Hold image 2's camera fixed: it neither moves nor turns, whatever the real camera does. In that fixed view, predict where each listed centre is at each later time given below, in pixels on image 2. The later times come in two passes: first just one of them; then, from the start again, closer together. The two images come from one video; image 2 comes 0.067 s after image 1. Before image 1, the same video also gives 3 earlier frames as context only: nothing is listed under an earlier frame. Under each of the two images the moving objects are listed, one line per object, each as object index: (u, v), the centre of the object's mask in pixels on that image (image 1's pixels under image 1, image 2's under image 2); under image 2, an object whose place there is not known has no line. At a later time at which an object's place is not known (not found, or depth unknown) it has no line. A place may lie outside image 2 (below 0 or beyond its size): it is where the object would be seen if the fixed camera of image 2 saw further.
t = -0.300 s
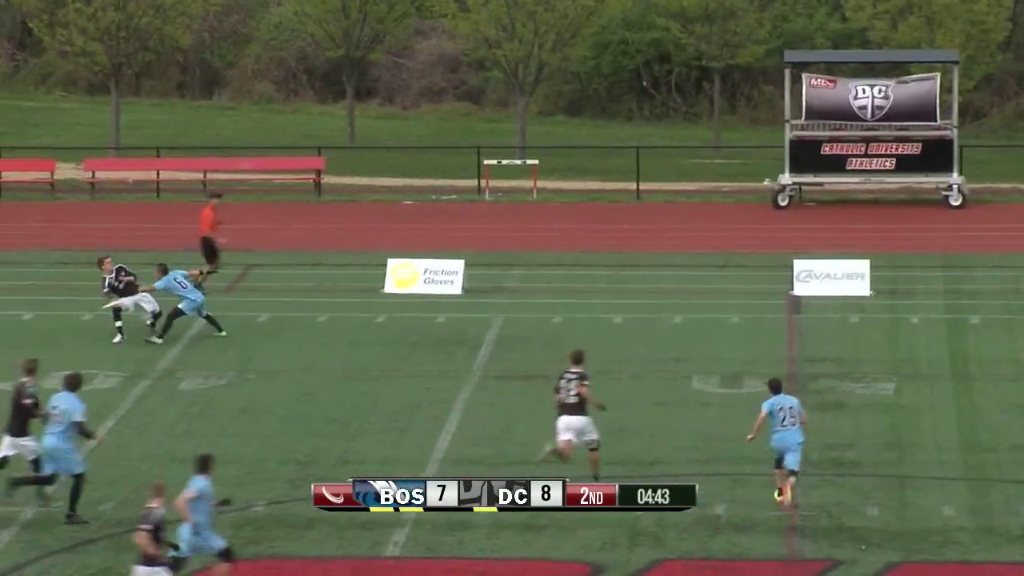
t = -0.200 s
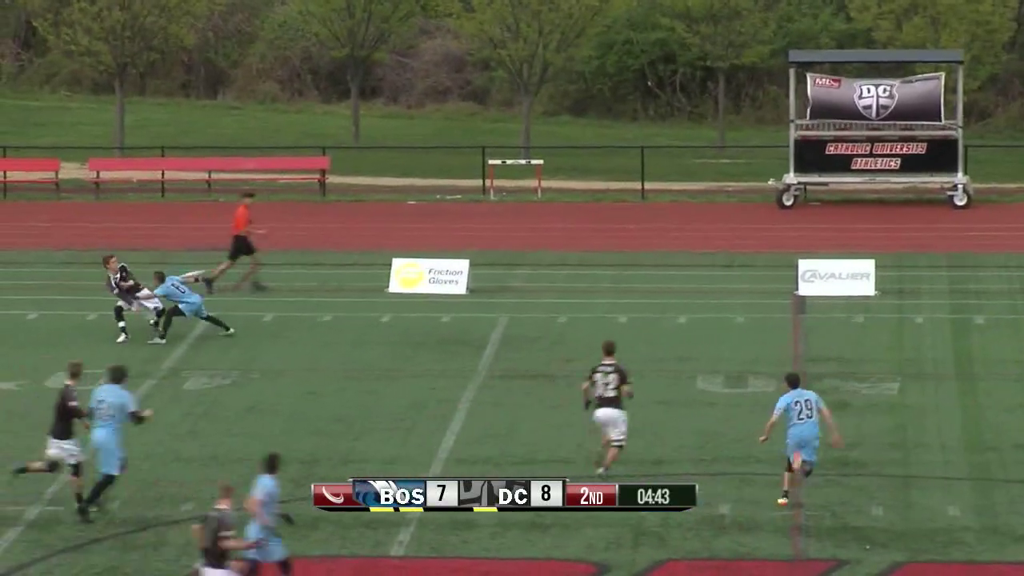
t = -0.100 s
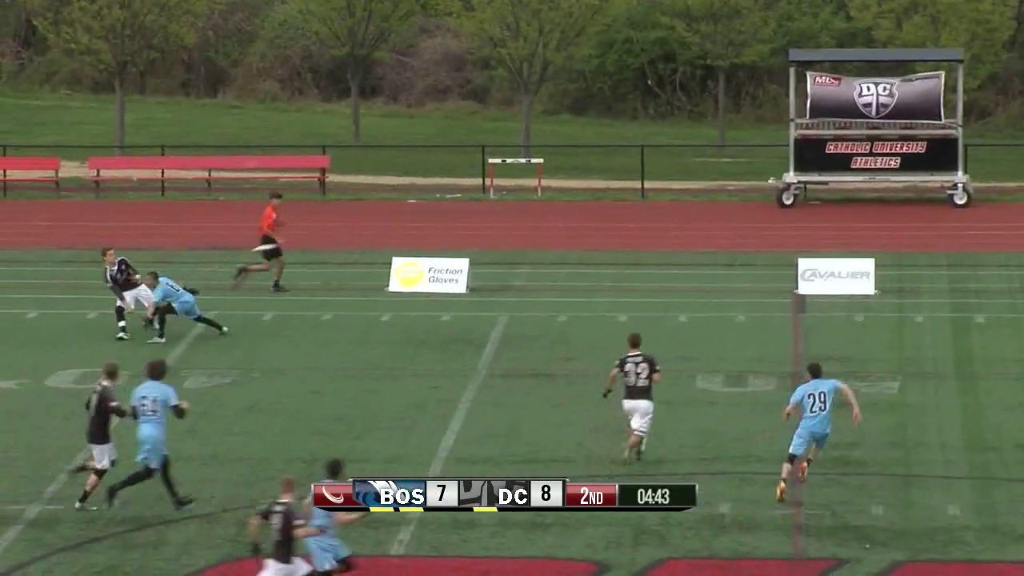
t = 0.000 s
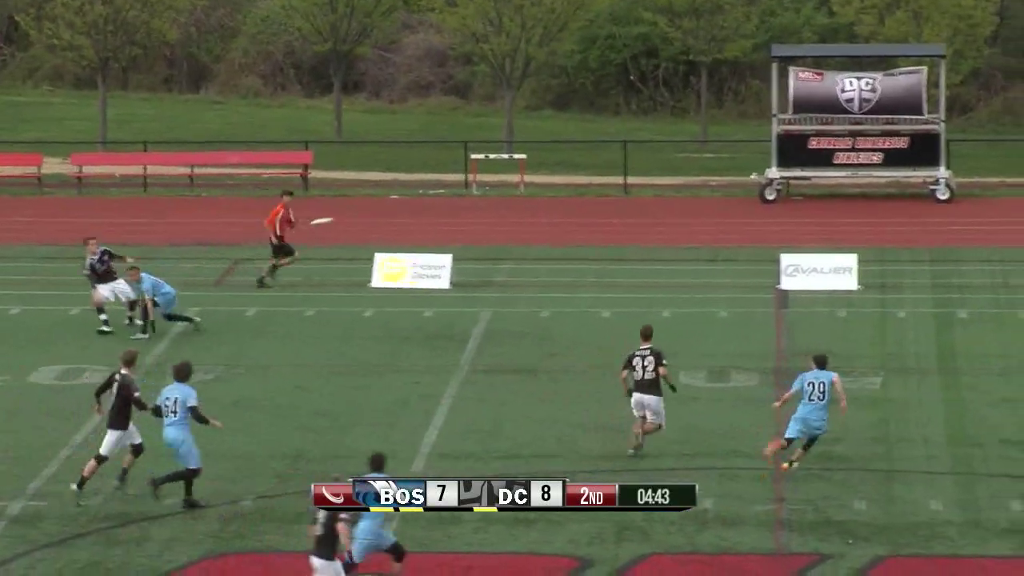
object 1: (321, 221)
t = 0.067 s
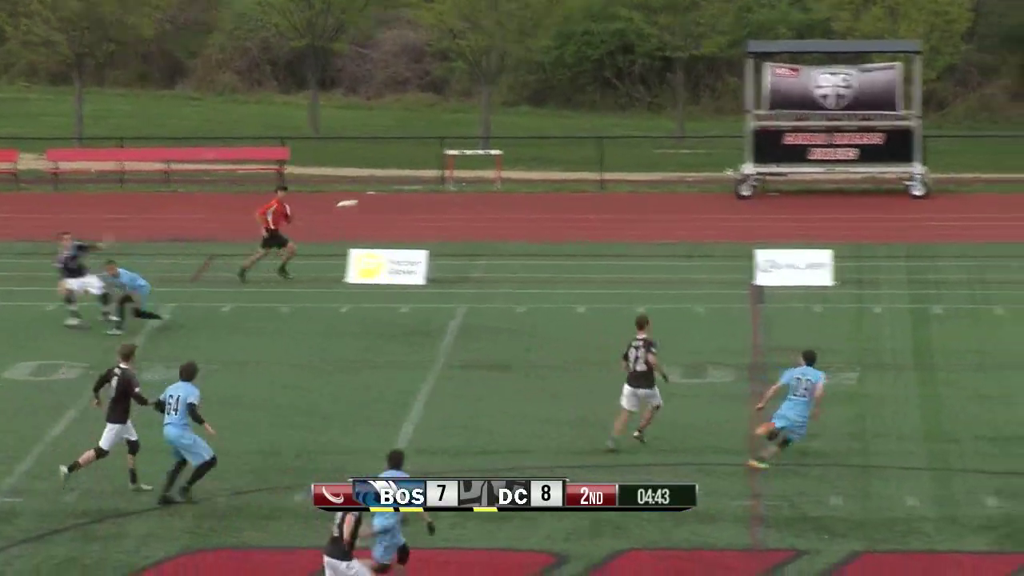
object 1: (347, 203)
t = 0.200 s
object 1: (449, 179)
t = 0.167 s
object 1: (424, 184)
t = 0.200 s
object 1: (449, 179)
